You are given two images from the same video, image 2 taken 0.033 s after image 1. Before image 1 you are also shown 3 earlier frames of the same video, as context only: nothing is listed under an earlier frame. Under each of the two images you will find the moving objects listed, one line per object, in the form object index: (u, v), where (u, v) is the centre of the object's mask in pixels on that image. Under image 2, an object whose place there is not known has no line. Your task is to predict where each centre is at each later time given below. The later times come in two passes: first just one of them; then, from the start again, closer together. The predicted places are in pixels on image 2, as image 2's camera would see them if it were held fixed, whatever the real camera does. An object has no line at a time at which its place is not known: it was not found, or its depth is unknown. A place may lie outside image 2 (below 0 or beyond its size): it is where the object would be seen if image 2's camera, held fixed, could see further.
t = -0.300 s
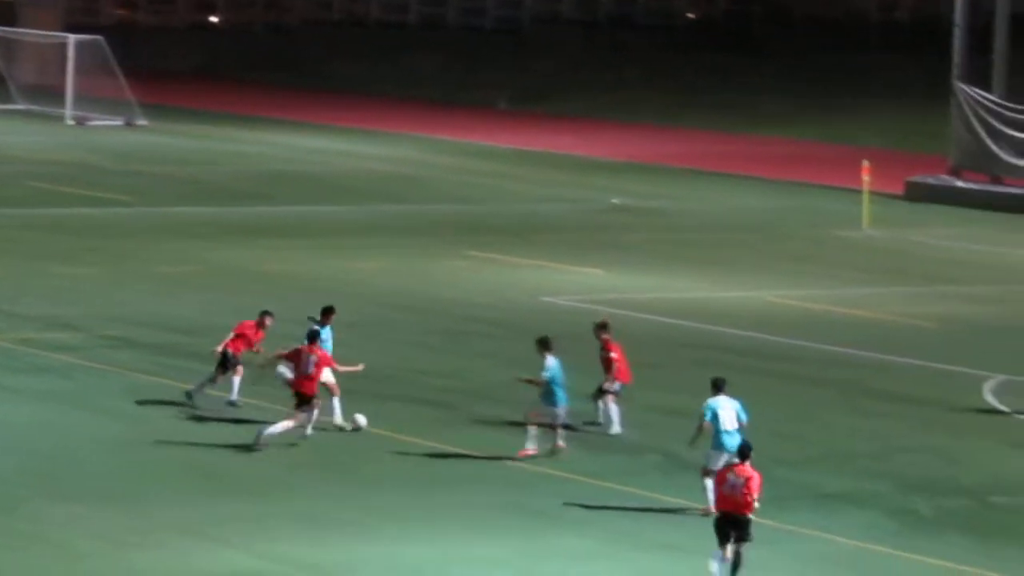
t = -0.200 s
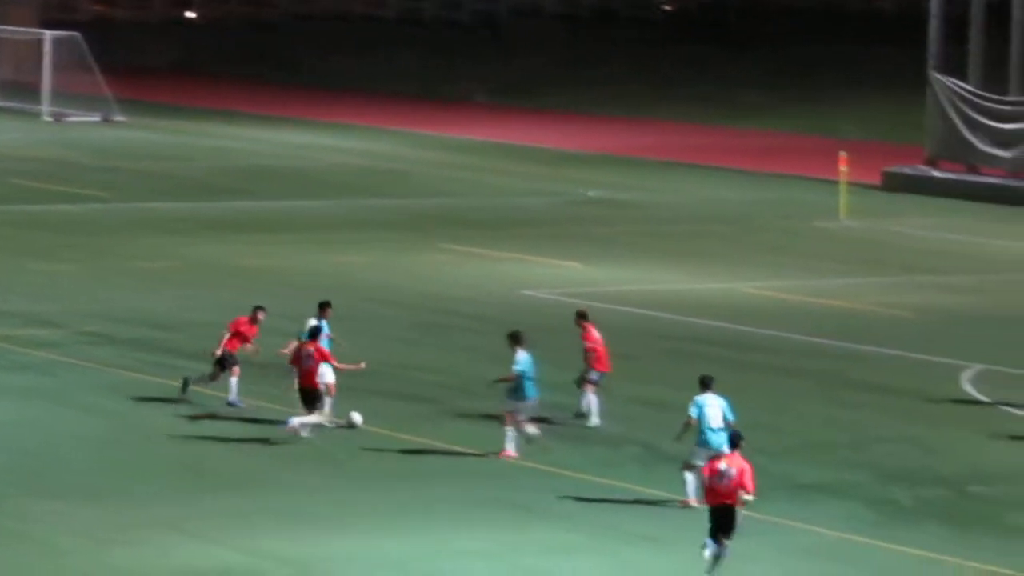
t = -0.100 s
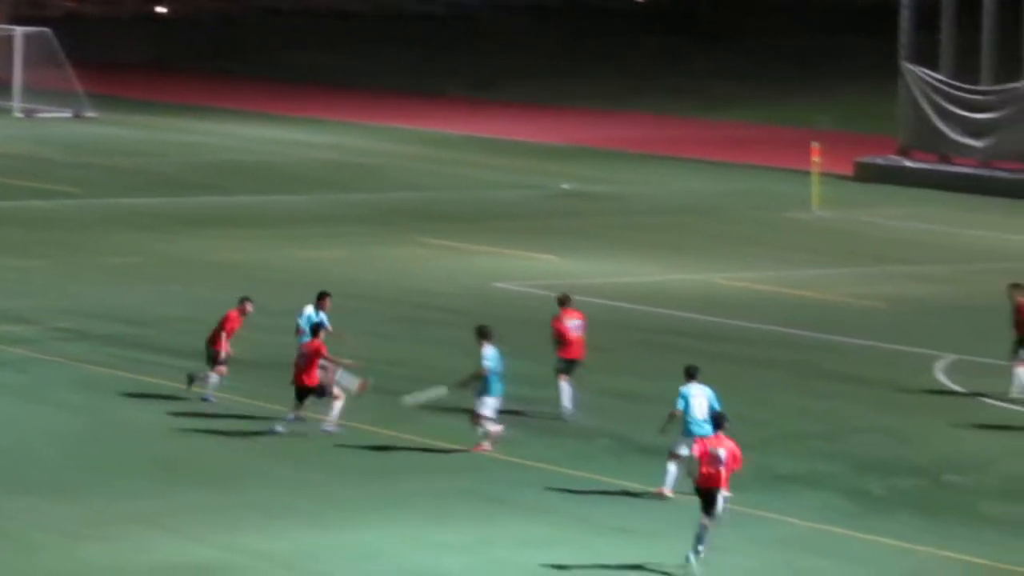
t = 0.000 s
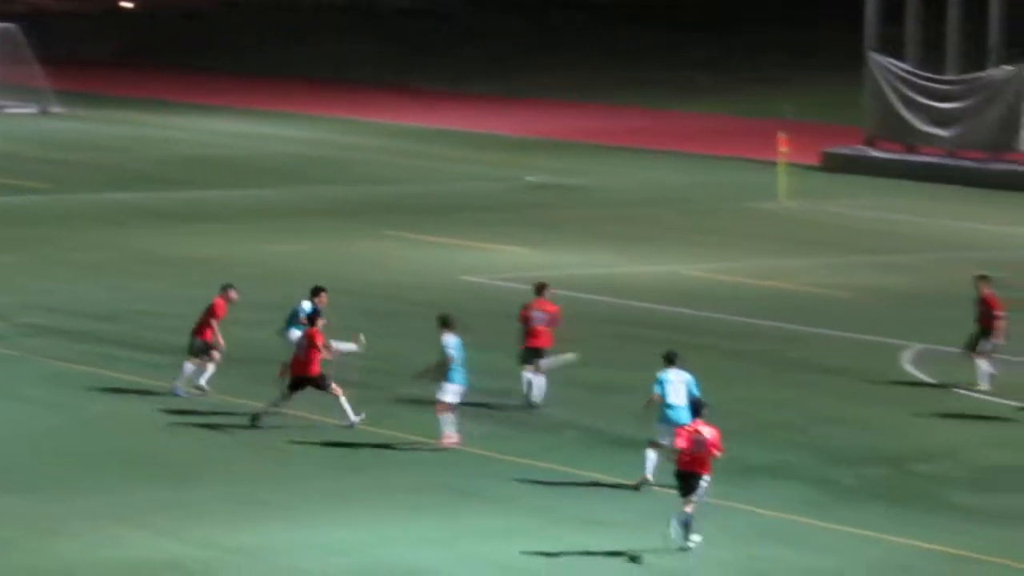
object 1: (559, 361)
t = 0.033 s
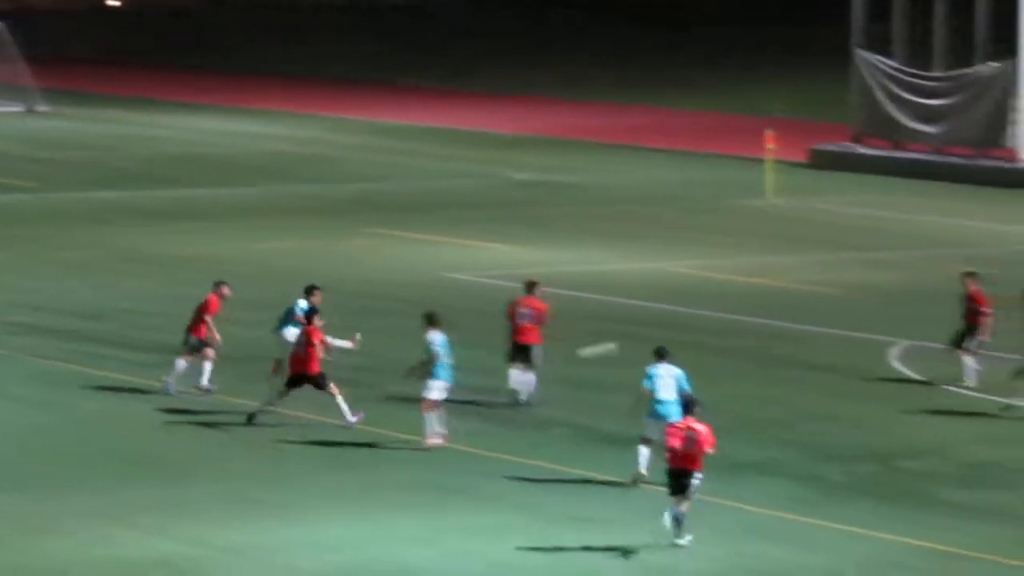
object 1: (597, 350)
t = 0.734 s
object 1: (1523, 343)
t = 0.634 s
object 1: (1425, 366)
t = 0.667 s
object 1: (1458, 359)
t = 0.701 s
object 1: (1490, 350)
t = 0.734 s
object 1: (1523, 343)
